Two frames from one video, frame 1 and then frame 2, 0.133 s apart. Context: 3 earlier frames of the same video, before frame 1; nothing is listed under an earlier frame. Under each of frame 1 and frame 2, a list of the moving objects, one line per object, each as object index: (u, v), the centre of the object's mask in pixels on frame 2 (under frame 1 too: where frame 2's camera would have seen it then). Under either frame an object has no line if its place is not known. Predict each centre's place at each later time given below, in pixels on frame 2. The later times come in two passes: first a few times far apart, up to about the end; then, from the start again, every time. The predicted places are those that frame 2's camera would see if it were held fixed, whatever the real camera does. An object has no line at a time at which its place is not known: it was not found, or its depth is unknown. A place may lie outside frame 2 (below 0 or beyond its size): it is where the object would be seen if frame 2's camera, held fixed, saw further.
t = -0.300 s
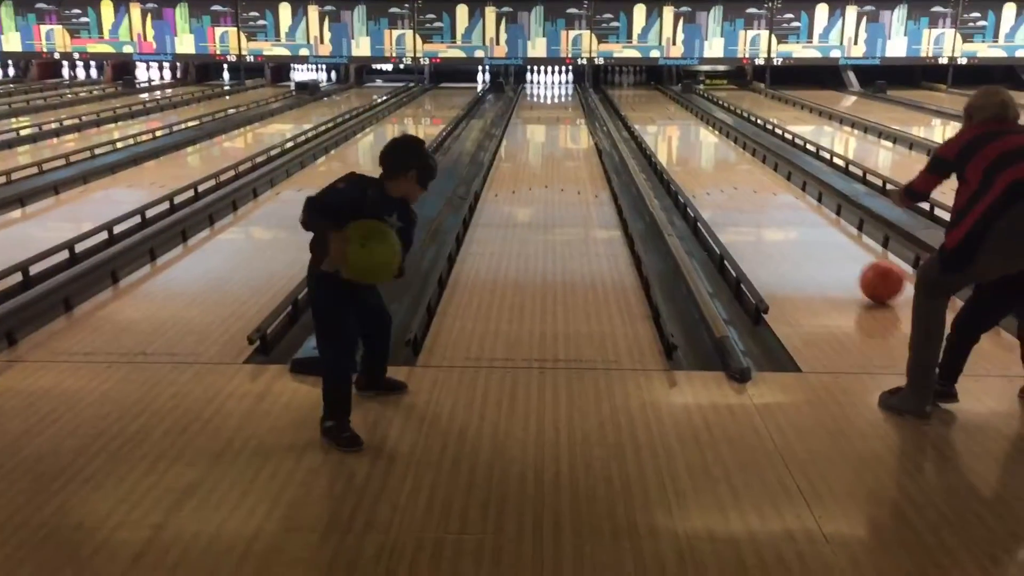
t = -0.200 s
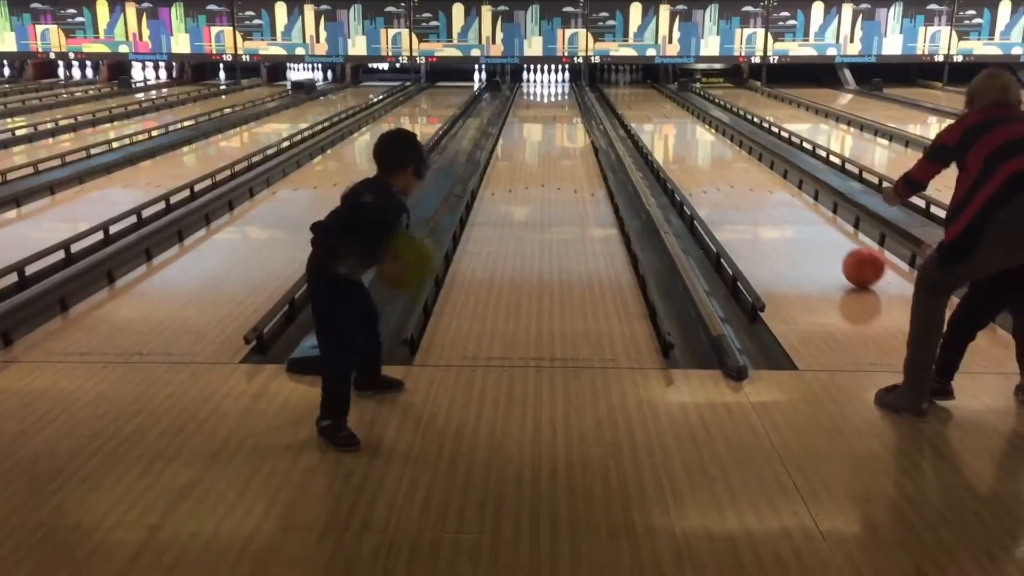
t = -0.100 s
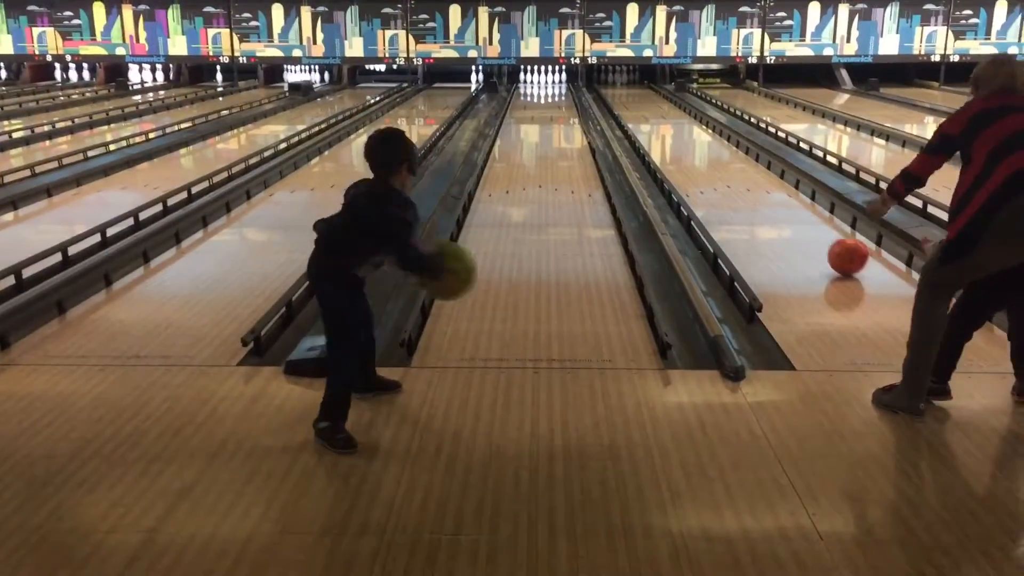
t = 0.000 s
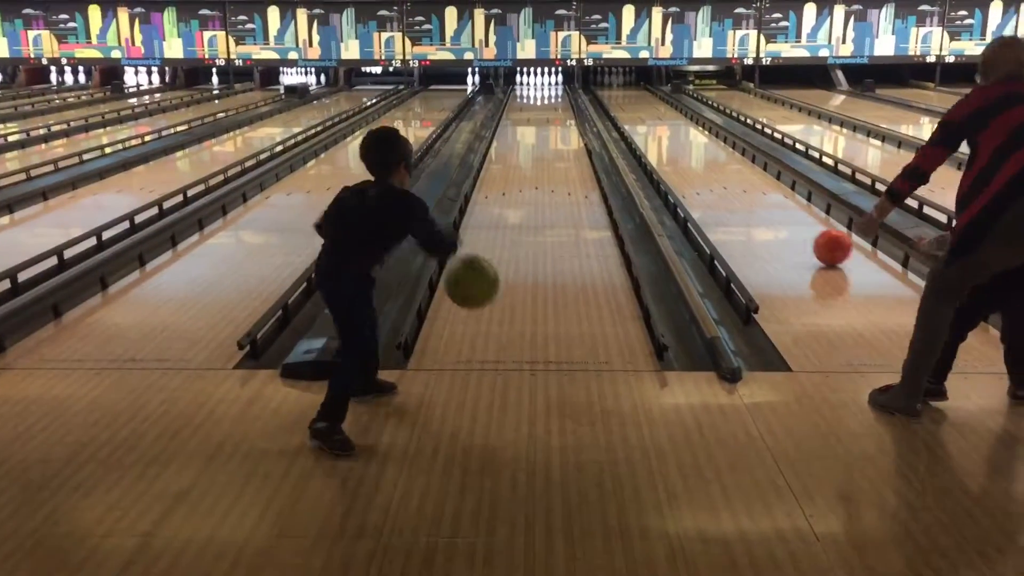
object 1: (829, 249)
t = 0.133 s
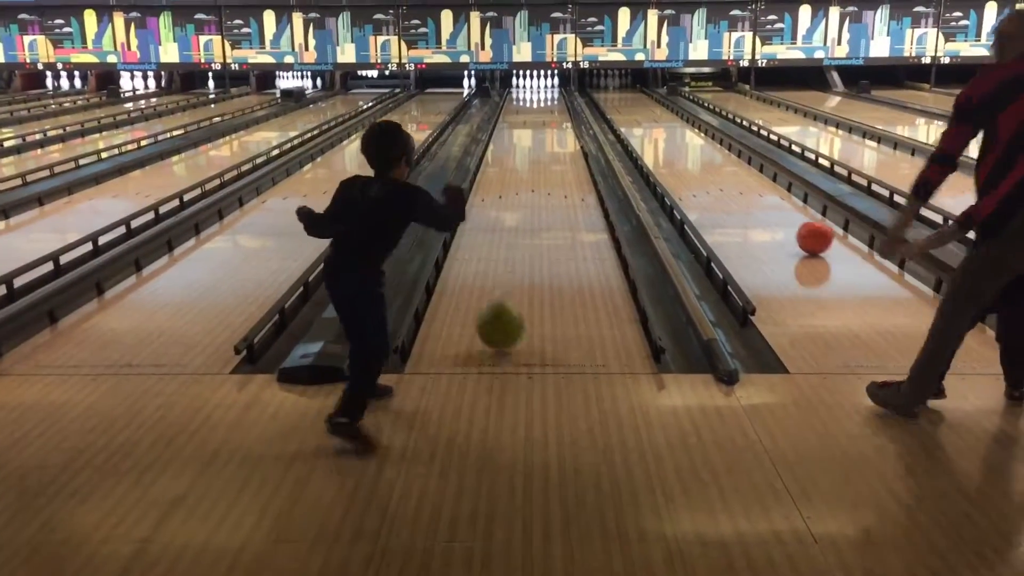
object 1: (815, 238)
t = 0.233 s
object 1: (805, 230)
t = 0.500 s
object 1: (782, 212)
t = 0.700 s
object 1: (768, 200)
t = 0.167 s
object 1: (811, 235)
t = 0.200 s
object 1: (808, 232)
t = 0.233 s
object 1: (805, 230)
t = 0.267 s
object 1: (802, 227)
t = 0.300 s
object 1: (799, 224)
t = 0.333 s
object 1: (796, 222)
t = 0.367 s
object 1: (793, 220)
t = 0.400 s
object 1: (791, 217)
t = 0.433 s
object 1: (788, 216)
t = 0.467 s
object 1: (785, 214)
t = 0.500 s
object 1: (782, 212)
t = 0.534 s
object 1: (780, 210)
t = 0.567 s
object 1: (777, 208)
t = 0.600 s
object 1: (775, 205)
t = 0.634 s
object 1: (772, 204)
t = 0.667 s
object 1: (770, 202)
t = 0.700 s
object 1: (768, 200)
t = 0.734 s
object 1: (765, 199)
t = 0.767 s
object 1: (762, 197)
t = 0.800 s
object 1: (759, 195)
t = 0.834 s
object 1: (757, 194)
